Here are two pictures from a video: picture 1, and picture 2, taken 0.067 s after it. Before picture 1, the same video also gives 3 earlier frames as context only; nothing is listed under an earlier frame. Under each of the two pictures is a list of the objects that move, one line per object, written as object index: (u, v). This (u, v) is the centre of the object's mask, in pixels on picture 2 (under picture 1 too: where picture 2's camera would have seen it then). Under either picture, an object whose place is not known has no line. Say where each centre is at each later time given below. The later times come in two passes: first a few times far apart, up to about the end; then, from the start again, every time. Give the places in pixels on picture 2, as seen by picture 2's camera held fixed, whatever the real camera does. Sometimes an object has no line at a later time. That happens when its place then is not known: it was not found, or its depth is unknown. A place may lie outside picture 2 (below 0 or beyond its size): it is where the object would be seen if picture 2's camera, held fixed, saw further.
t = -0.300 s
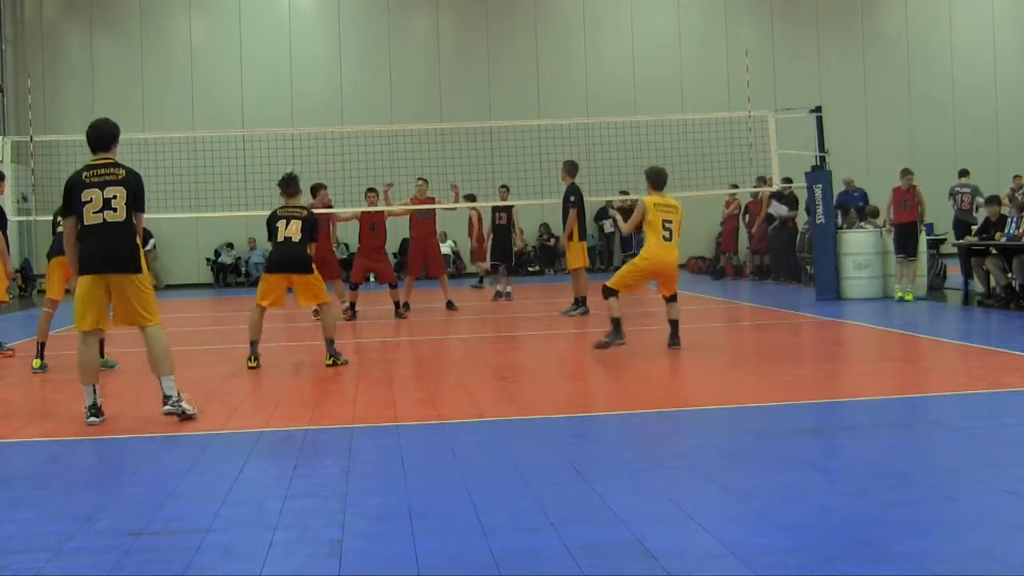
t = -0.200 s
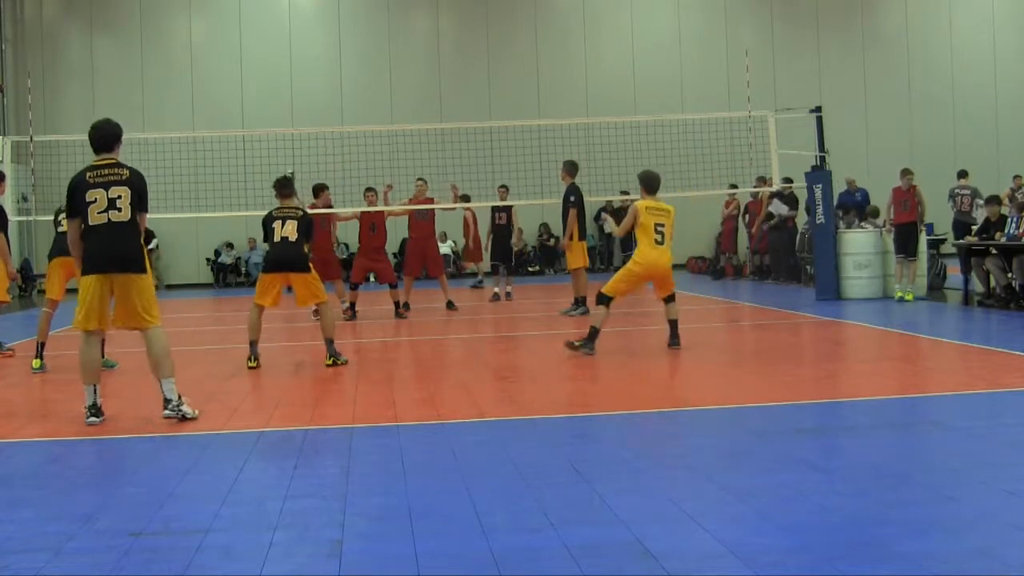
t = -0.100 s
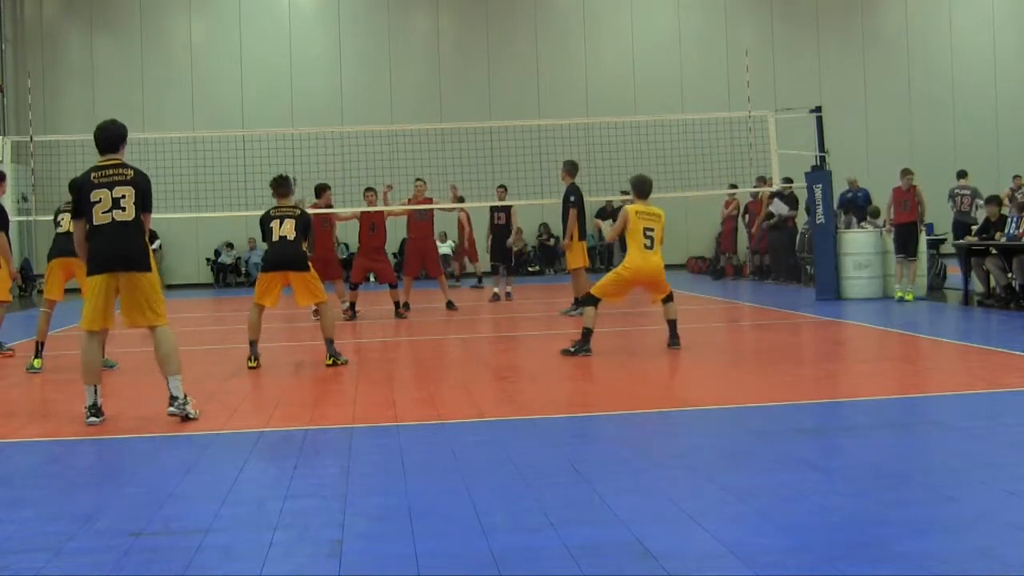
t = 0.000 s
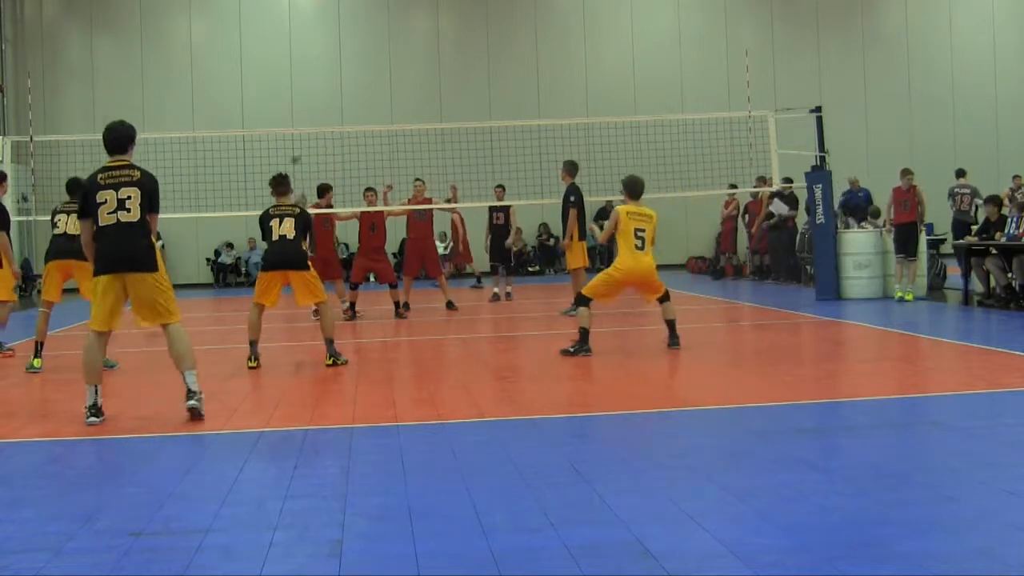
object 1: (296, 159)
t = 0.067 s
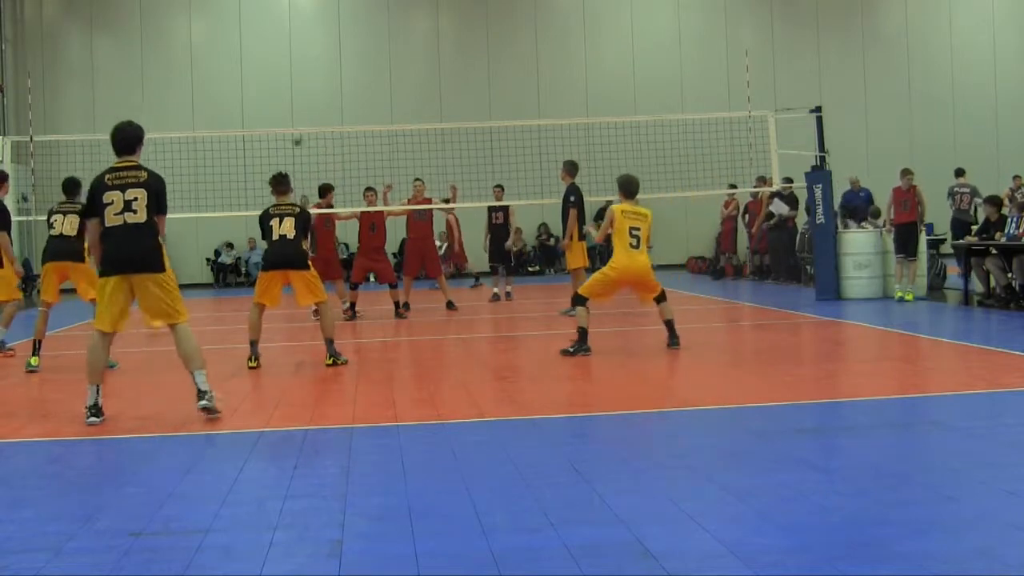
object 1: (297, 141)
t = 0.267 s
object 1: (308, 97)
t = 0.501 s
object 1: (324, 72)
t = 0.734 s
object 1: (347, 89)
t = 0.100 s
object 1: (298, 134)
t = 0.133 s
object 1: (301, 124)
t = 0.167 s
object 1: (302, 117)
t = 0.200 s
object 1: (303, 109)
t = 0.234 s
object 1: (305, 102)
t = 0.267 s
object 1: (308, 97)
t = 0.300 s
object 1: (310, 91)
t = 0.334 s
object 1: (312, 85)
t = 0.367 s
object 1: (314, 81)
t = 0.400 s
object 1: (316, 77)
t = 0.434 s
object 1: (319, 76)
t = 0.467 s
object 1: (321, 73)
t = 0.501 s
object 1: (324, 72)
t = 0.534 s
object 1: (326, 71)
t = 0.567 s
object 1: (330, 72)
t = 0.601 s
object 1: (332, 73)
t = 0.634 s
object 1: (336, 75)
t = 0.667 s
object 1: (339, 78)
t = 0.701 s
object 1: (343, 82)
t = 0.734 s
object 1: (347, 89)
